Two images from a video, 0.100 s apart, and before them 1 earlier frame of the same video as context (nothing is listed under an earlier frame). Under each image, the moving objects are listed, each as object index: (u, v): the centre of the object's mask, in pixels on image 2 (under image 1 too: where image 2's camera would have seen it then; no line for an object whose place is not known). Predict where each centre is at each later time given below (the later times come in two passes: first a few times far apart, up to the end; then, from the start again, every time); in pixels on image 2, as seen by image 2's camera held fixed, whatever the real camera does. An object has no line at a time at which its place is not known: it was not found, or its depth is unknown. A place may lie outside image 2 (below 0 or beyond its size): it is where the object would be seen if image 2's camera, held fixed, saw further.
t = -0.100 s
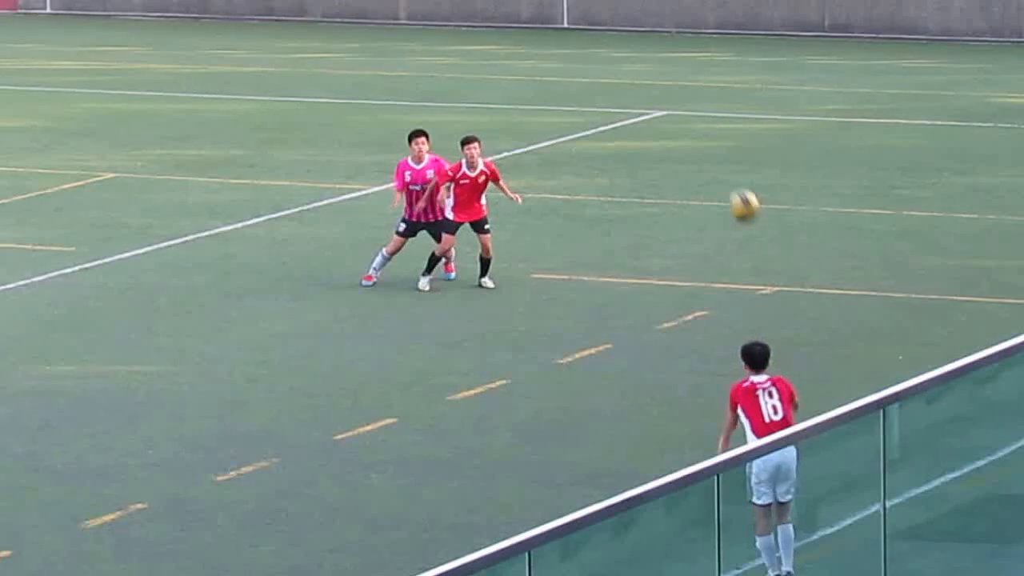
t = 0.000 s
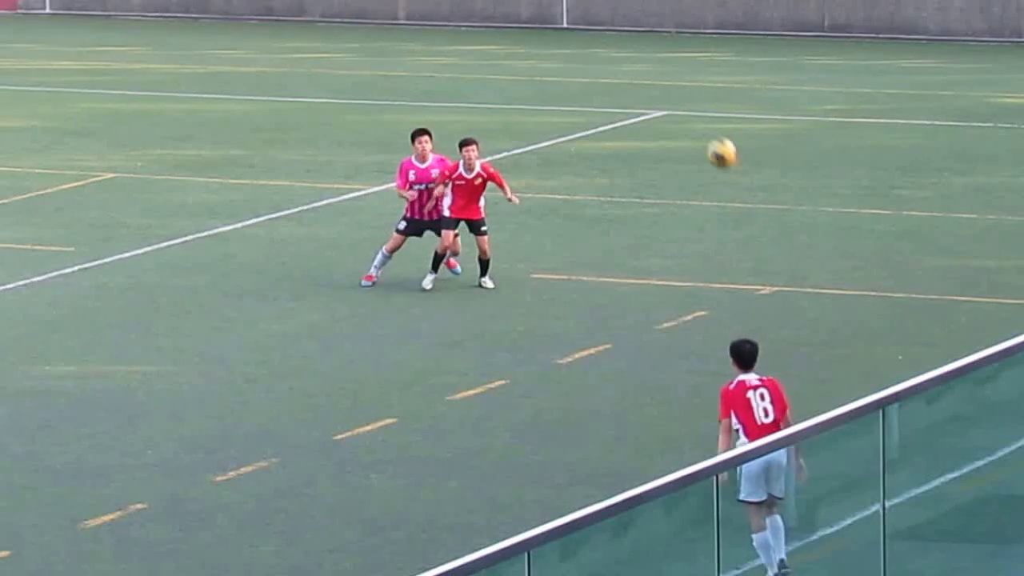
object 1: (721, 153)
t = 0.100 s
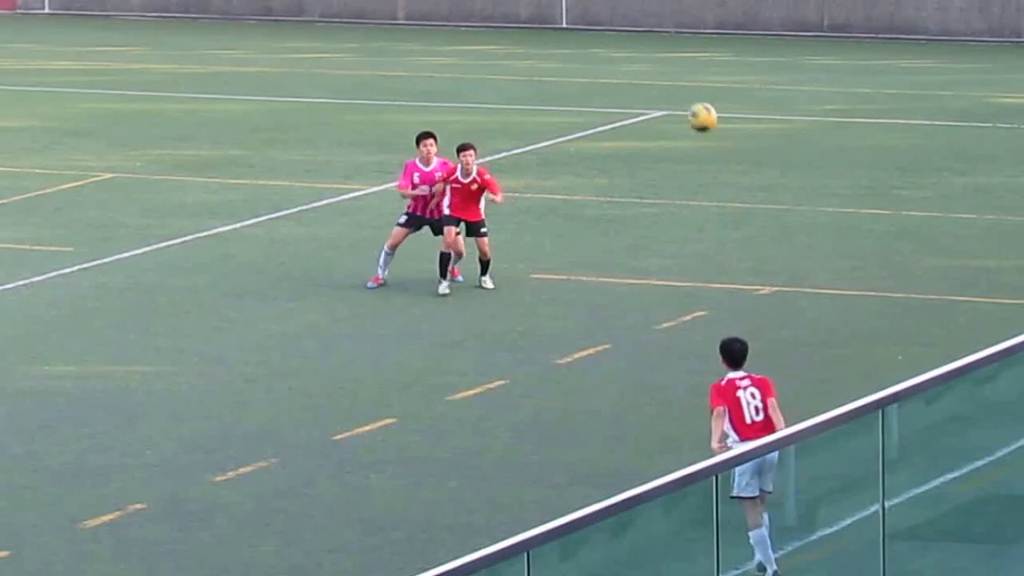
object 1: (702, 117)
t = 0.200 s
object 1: (686, 95)
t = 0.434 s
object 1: (655, 92)
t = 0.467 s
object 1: (652, 96)
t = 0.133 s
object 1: (697, 108)
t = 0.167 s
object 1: (691, 101)
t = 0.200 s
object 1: (686, 95)
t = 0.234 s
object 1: (681, 91)
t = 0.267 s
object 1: (676, 88)
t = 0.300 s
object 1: (671, 86)
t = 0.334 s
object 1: (666, 86)
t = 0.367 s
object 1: (663, 86)
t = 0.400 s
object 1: (659, 88)
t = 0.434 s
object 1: (655, 92)
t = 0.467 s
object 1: (652, 96)
